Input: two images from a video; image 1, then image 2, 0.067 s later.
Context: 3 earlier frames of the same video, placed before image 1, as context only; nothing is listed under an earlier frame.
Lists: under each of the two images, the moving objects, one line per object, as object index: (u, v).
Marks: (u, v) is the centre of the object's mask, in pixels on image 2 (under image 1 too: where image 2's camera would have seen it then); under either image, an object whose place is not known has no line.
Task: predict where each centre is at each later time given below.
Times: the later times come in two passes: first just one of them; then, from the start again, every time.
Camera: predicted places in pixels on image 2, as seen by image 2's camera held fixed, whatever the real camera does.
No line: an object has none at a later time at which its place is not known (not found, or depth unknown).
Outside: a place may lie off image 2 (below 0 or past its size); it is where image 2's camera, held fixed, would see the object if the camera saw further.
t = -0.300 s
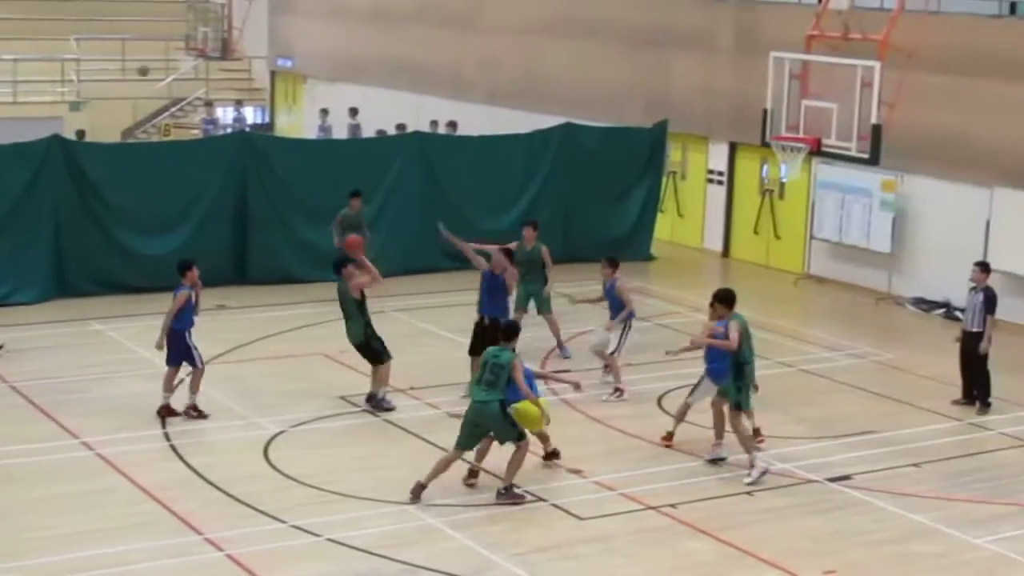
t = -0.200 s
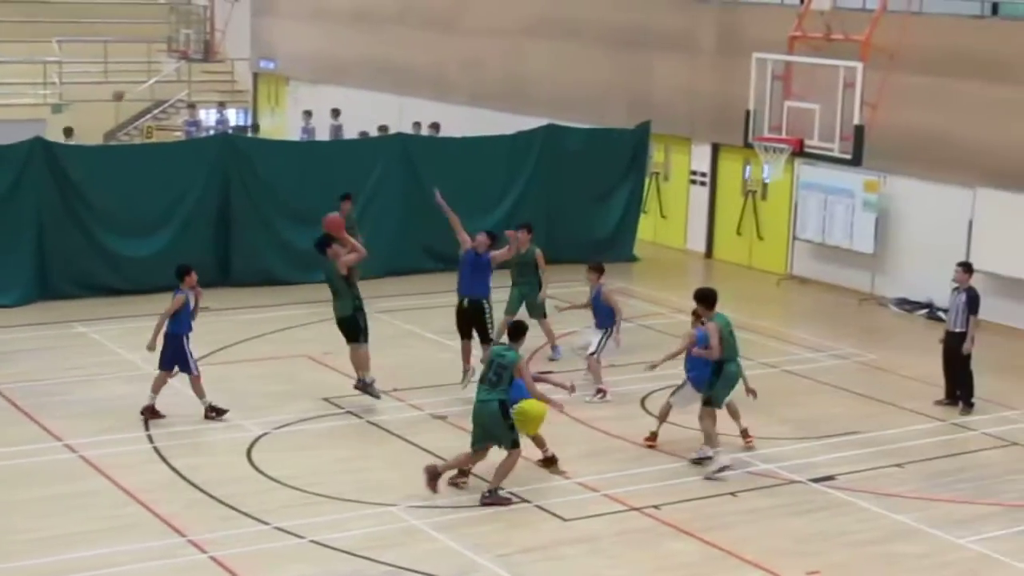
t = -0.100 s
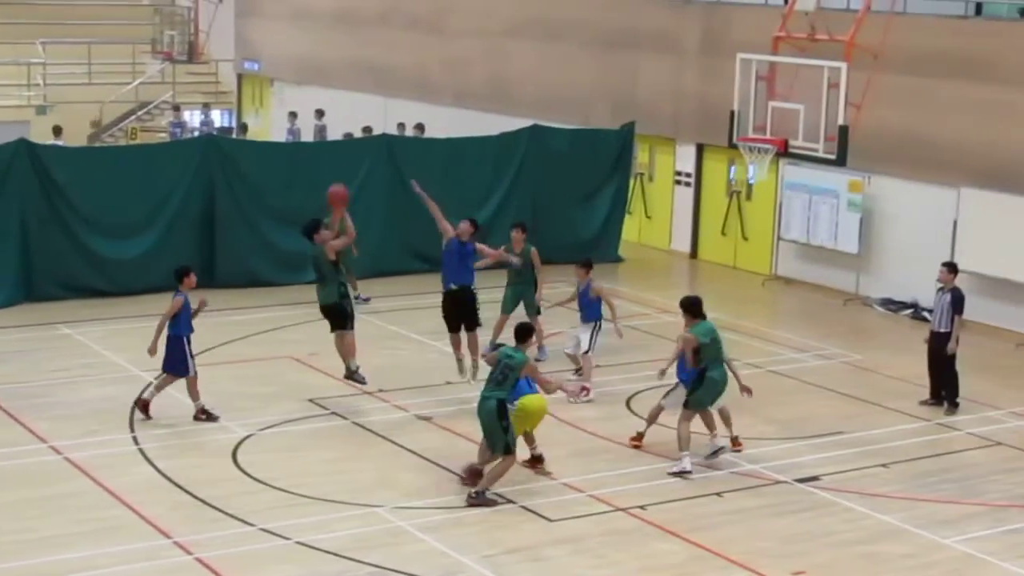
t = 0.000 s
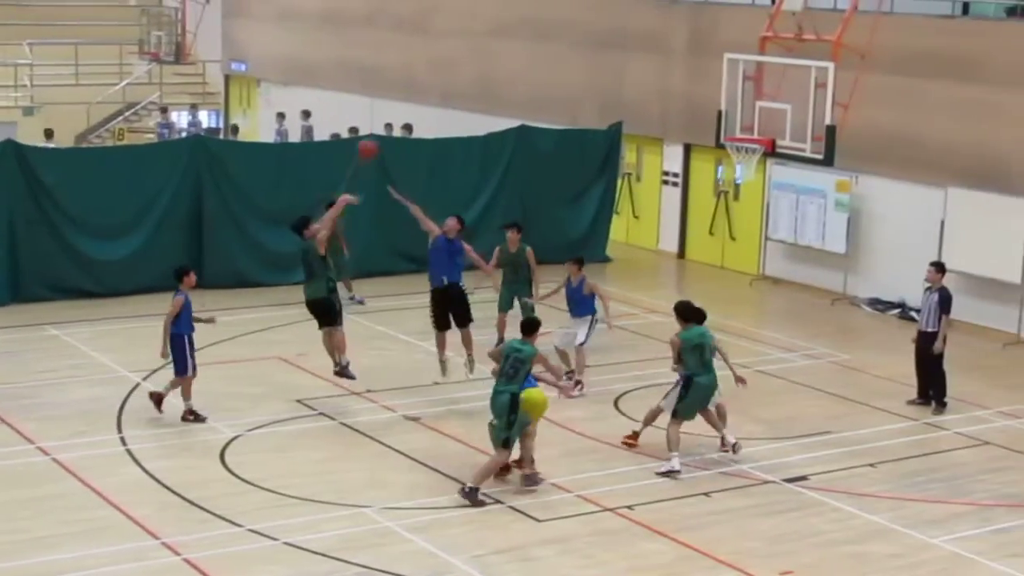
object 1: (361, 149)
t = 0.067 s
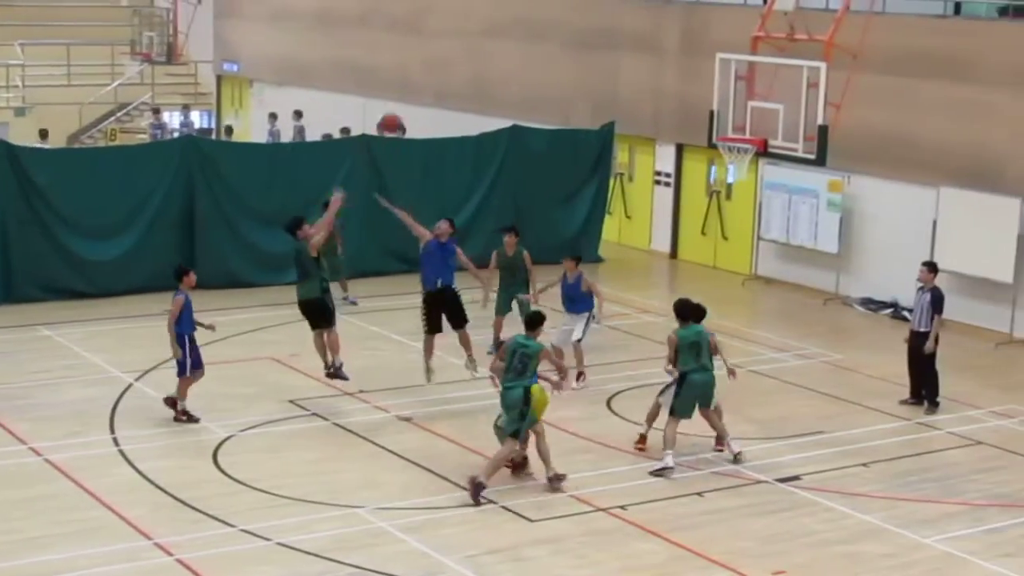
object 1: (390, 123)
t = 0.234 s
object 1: (462, 73)
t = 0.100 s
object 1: (405, 111)
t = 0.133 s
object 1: (419, 100)
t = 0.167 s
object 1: (433, 91)
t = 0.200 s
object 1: (448, 81)
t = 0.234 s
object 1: (462, 73)
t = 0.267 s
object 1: (476, 66)
